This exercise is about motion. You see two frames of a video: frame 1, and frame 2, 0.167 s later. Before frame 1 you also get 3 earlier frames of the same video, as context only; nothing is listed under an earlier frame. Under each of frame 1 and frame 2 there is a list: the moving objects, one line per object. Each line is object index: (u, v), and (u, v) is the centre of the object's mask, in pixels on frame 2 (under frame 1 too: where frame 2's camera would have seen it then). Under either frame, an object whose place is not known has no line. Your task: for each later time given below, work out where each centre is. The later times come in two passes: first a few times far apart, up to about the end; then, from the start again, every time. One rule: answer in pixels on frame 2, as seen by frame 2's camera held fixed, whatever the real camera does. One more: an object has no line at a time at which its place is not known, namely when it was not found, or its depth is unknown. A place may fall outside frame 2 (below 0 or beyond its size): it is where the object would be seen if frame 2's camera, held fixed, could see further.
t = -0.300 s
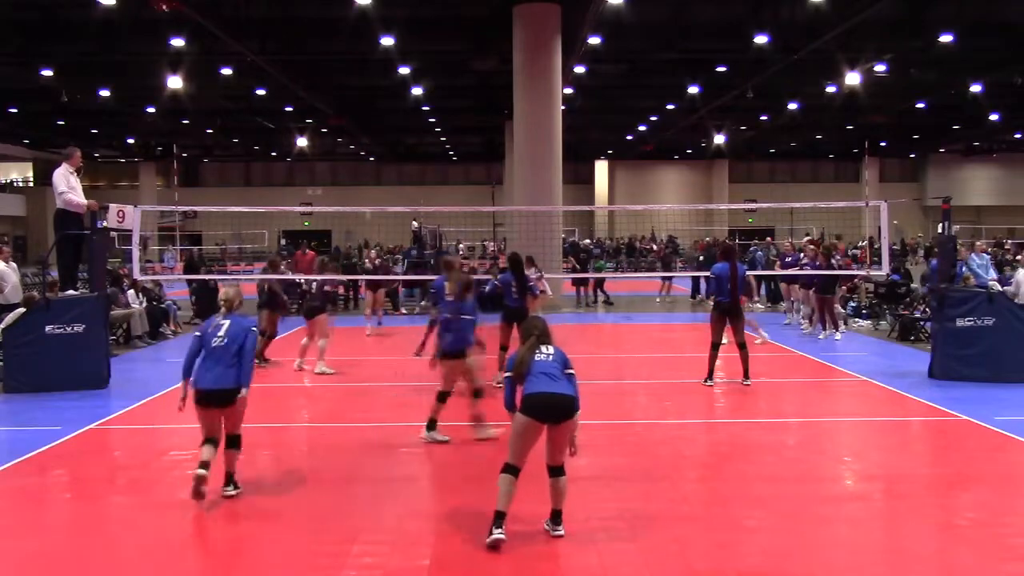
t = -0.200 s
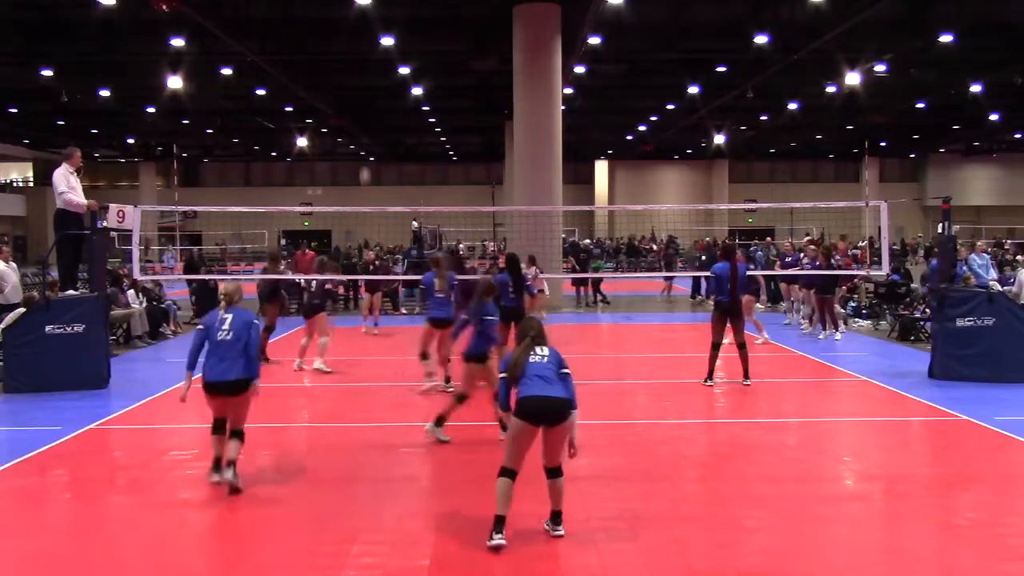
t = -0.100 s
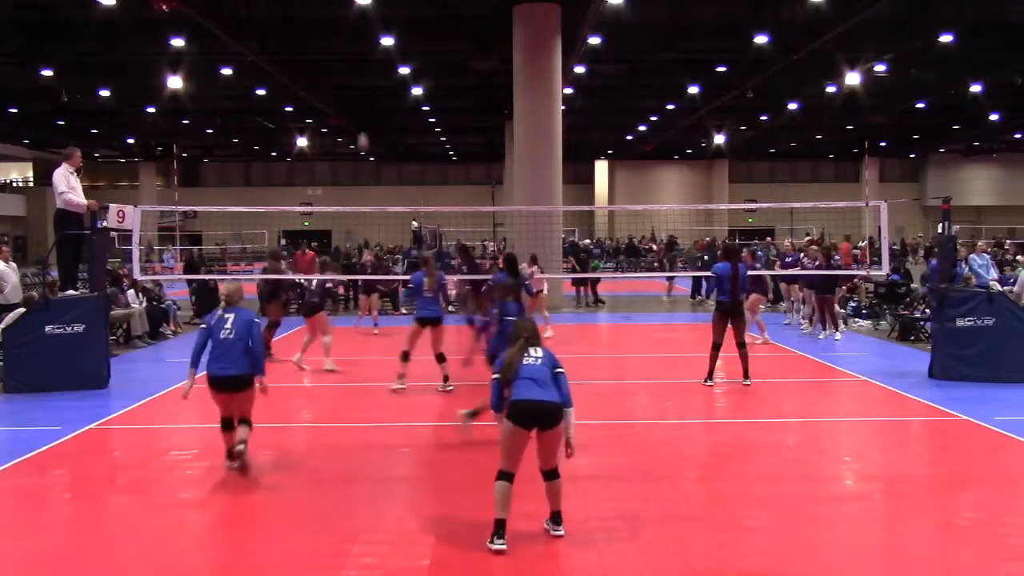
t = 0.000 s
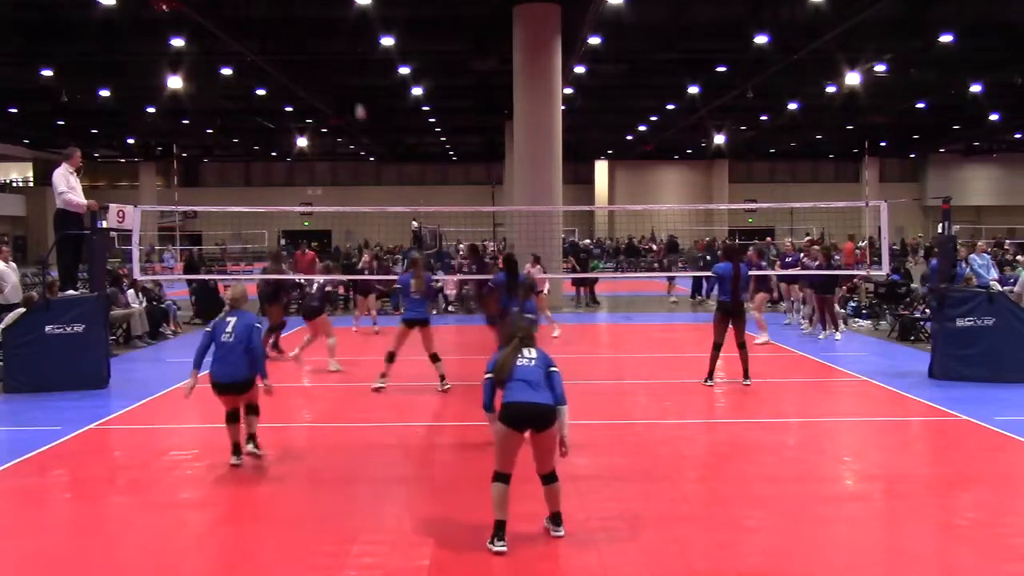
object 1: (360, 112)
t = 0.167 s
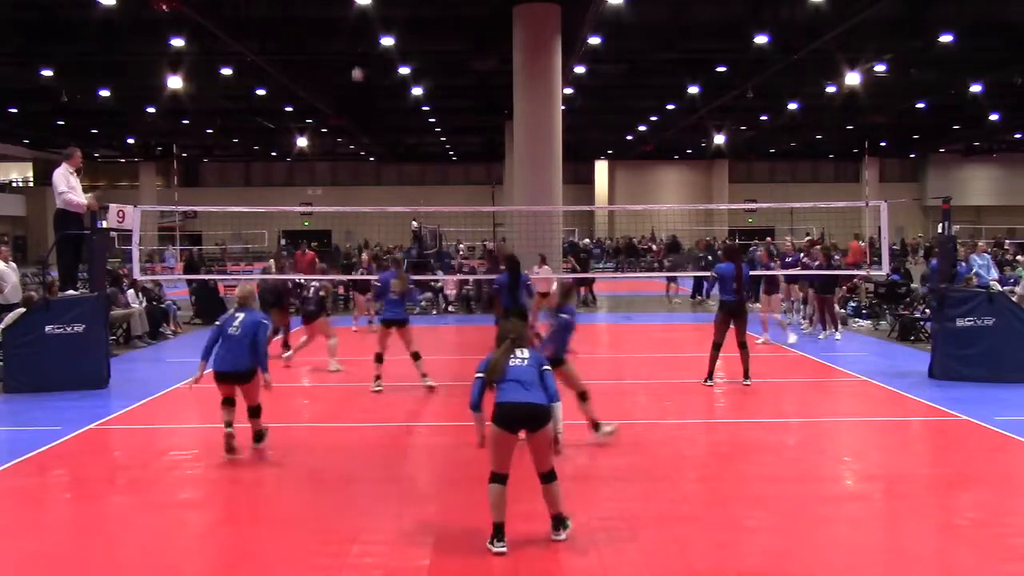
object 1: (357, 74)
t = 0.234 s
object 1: (356, 63)
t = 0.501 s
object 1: (353, 44)
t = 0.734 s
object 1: (350, 59)
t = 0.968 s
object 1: (348, 108)
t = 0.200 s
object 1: (357, 68)
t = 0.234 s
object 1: (356, 63)
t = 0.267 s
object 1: (356, 60)
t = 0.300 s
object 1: (355, 55)
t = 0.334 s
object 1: (355, 52)
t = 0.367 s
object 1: (354, 49)
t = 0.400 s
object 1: (353, 47)
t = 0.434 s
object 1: (353, 45)
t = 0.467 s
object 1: (353, 44)
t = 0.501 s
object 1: (353, 44)
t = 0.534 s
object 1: (352, 44)
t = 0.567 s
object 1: (352, 45)
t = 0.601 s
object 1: (352, 46)
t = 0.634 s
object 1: (351, 48)
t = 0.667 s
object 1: (351, 51)
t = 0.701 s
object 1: (350, 55)
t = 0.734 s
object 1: (350, 59)
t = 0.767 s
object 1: (350, 64)
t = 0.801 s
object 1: (349, 69)
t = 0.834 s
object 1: (349, 75)
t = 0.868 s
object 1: (349, 82)
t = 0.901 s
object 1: (349, 90)
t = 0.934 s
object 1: (348, 99)
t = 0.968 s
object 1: (348, 108)
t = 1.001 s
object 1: (348, 118)
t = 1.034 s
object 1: (347, 128)
